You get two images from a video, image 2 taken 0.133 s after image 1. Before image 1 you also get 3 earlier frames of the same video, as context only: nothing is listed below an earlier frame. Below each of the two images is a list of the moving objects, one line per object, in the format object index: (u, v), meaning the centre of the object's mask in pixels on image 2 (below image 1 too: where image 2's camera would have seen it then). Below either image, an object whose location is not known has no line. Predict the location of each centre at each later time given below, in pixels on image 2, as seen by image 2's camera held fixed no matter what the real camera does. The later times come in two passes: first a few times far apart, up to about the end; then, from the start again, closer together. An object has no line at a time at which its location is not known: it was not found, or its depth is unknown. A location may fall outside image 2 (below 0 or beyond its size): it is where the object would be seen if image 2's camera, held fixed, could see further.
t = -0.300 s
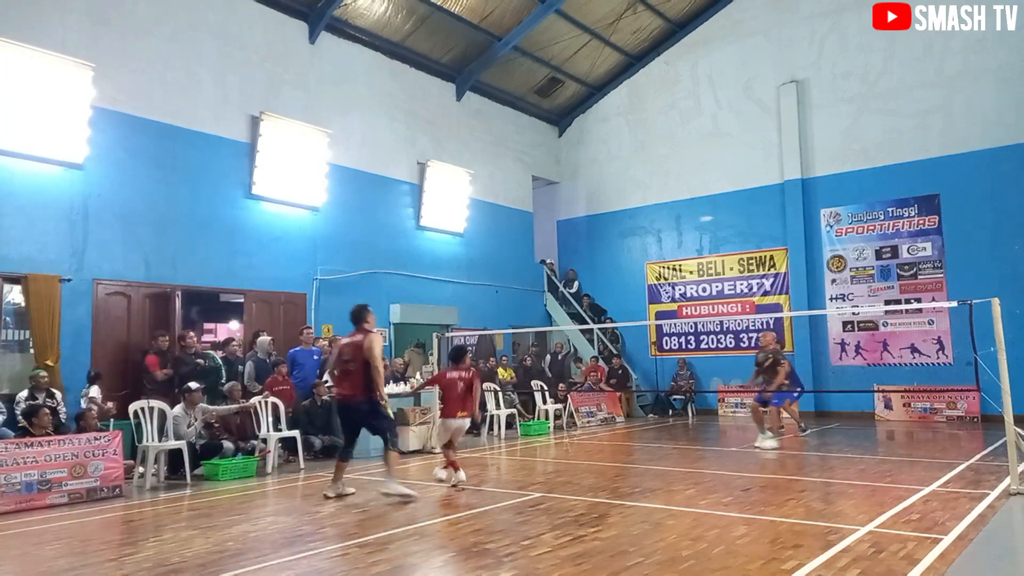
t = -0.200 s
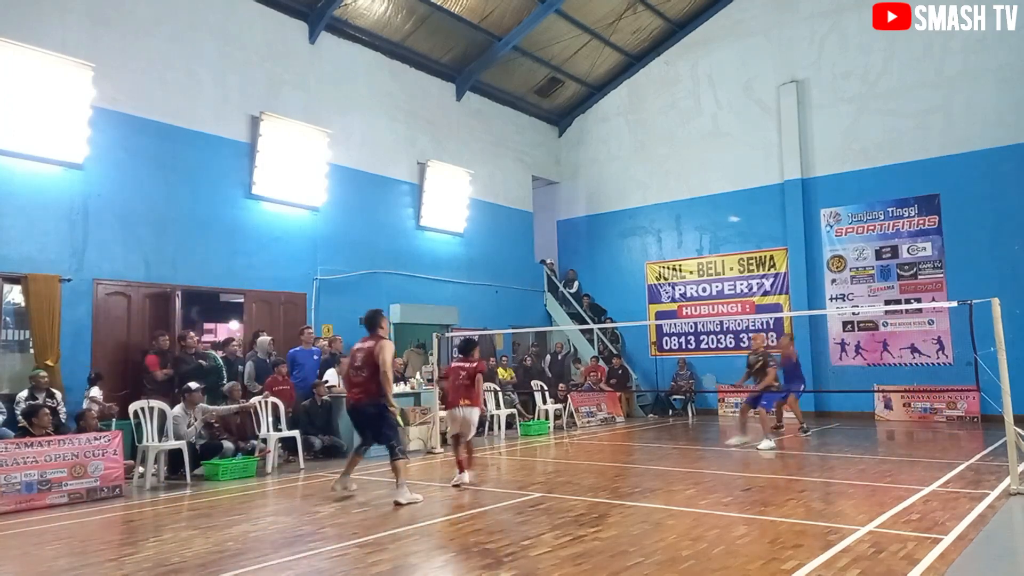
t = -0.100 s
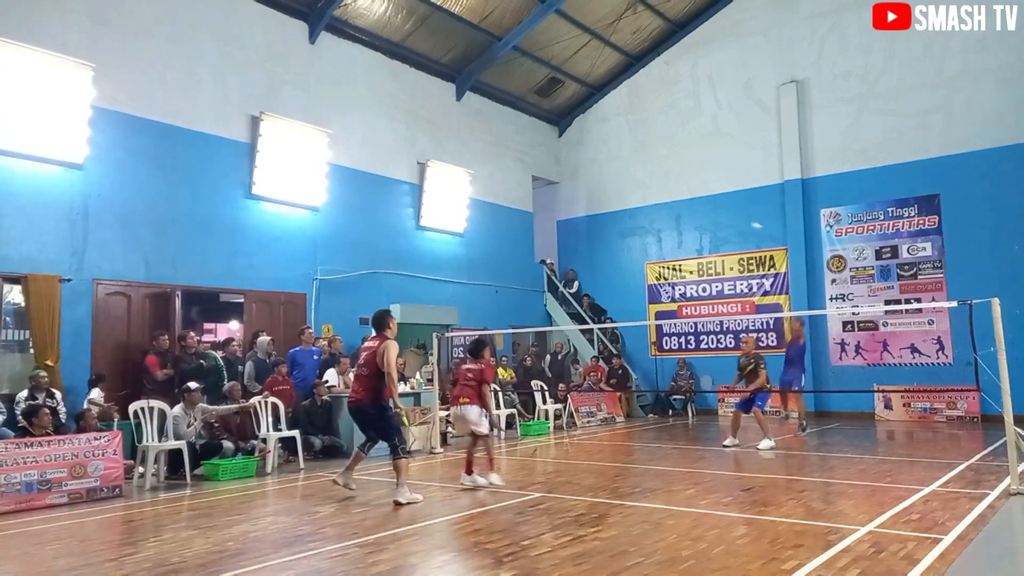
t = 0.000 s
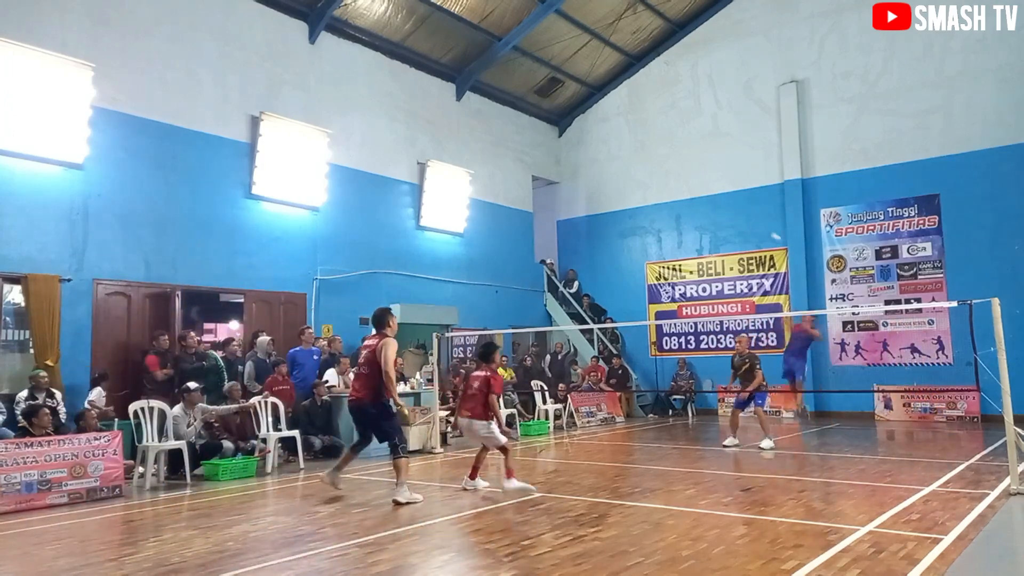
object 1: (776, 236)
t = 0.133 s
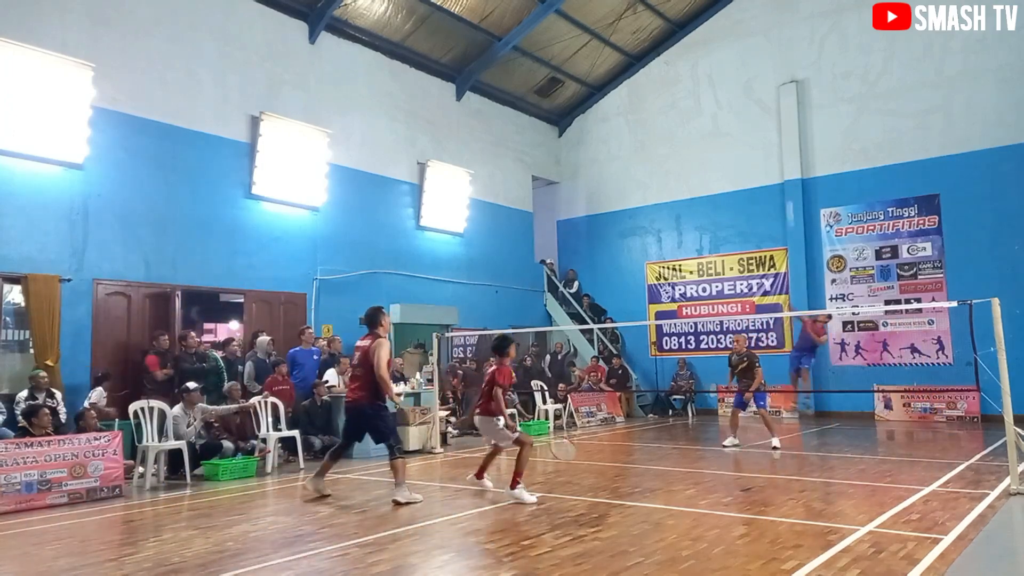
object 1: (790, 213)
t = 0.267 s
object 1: (785, 136)
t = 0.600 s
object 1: (776, 55)
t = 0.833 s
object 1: (773, 89)
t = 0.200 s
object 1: (787, 169)
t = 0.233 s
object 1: (786, 152)
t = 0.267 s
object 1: (785, 136)
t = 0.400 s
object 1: (781, 87)
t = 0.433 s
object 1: (780, 78)
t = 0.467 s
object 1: (779, 70)
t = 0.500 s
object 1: (779, 64)
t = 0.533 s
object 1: (778, 60)
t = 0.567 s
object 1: (778, 57)
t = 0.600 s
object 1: (776, 55)
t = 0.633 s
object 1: (776, 55)
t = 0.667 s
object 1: (776, 56)
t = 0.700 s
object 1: (776, 58)
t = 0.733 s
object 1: (775, 64)
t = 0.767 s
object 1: (775, 70)
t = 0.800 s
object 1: (774, 79)
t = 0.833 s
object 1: (773, 89)
